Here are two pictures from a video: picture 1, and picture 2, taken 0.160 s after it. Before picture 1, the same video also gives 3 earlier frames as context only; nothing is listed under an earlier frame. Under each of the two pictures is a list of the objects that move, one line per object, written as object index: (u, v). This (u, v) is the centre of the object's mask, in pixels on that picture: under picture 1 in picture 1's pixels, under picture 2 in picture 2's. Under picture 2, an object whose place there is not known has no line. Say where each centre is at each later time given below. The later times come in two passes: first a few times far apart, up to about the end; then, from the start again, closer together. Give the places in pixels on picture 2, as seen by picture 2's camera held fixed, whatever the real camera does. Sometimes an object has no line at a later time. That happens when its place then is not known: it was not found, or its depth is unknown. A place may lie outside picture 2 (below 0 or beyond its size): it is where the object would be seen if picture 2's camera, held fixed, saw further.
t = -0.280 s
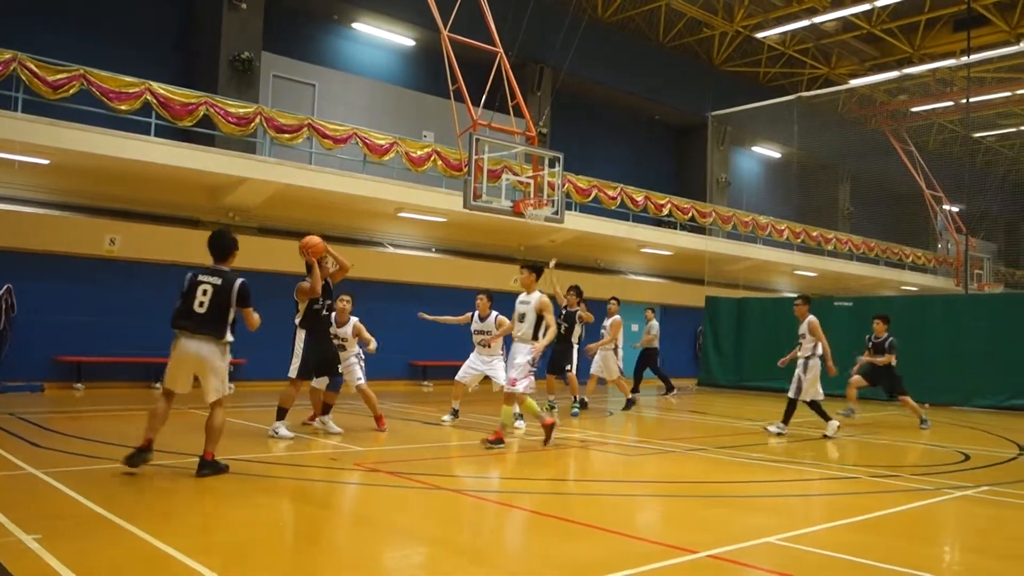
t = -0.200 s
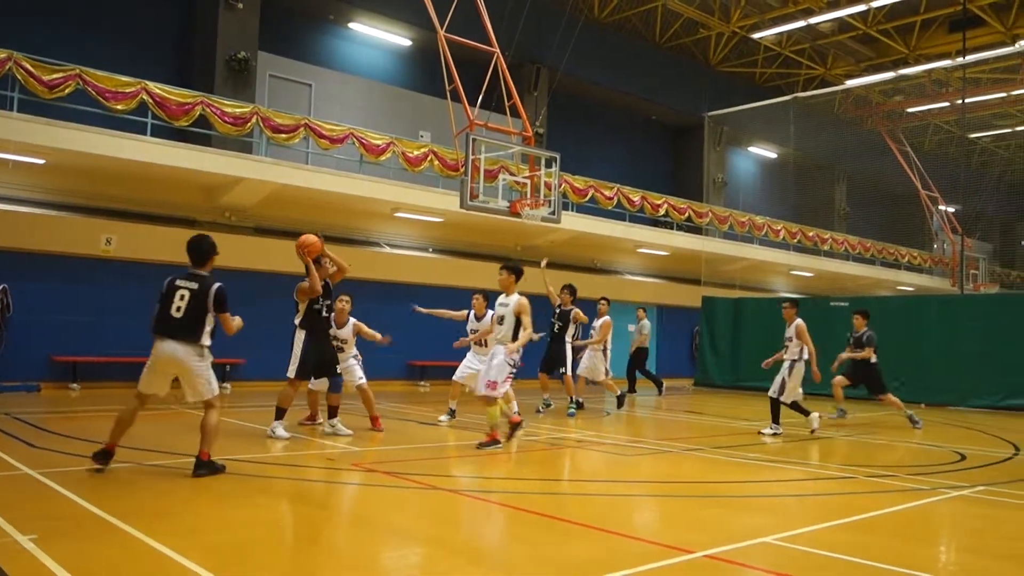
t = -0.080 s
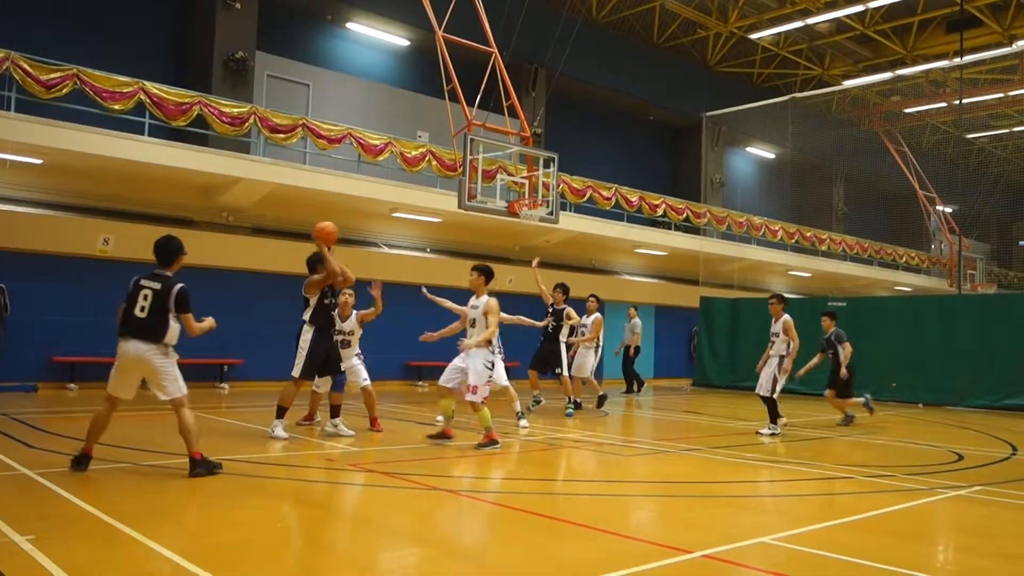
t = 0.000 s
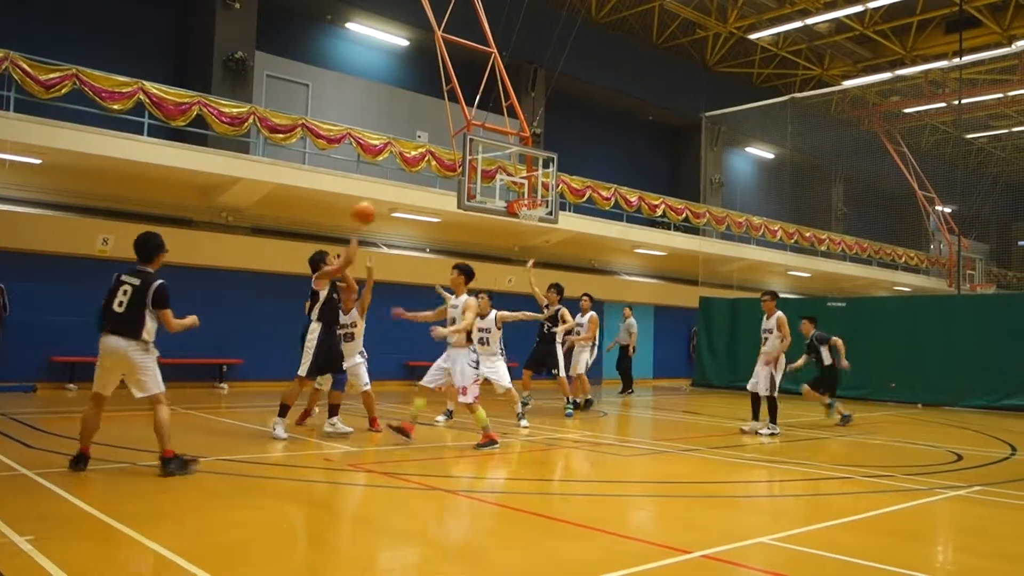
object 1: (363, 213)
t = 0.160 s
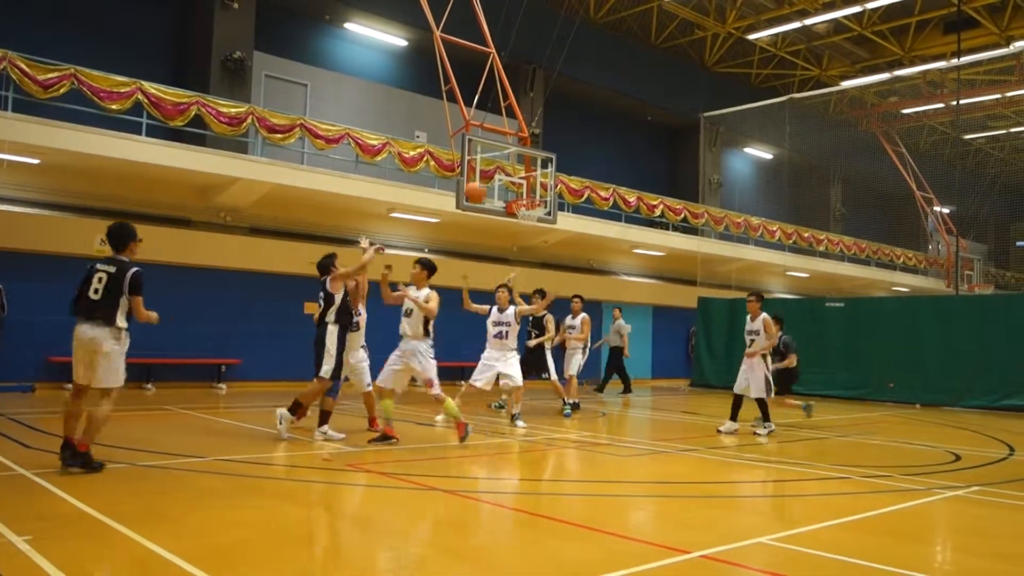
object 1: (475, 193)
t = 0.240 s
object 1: (523, 192)
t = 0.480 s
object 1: (641, 217)
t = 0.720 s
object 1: (733, 273)
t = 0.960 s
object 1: (806, 351)
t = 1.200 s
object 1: (853, 377)
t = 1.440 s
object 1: (878, 329)
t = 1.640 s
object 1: (896, 317)
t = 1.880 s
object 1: (917, 330)
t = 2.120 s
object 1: (937, 370)
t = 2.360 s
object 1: (942, 399)
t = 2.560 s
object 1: (937, 400)
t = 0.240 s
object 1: (523, 192)
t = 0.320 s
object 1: (567, 196)
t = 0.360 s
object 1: (588, 200)
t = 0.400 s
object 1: (606, 205)
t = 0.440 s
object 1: (623, 212)
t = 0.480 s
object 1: (641, 217)
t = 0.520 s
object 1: (658, 225)
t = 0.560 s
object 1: (675, 232)
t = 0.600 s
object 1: (690, 242)
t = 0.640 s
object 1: (705, 253)
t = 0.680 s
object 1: (720, 263)
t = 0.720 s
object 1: (733, 273)
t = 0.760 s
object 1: (746, 283)
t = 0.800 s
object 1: (759, 297)
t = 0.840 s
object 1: (771, 310)
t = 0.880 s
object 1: (783, 323)
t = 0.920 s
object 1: (794, 337)
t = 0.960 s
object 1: (806, 351)
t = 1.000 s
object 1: (816, 366)
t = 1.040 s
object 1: (827, 381)
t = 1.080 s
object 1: (836, 395)
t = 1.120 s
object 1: (844, 400)
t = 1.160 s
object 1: (848, 389)
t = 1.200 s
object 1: (853, 377)
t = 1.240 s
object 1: (857, 366)
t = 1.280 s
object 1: (862, 357)
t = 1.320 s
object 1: (866, 348)
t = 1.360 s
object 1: (870, 341)
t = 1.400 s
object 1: (874, 334)
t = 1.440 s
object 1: (878, 329)
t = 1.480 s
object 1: (882, 325)
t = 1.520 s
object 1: (885, 321)
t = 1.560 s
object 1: (889, 319)
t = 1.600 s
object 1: (893, 317)
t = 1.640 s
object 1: (896, 317)
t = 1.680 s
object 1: (900, 317)
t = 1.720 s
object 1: (904, 318)
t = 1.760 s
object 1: (907, 319)
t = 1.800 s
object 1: (911, 322)
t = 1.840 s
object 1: (914, 325)
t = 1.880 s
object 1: (917, 330)
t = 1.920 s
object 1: (921, 335)
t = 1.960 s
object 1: (924, 341)
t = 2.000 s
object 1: (927, 347)
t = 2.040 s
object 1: (931, 355)
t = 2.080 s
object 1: (934, 363)
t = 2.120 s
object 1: (937, 370)
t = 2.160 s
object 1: (940, 381)
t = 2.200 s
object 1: (943, 392)
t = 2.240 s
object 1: (944, 396)
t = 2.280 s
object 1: (944, 399)
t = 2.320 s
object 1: (942, 399)
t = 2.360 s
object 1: (942, 399)
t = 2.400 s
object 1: (941, 399)
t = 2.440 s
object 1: (939, 400)
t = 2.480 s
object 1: (939, 400)
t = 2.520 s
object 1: (938, 400)
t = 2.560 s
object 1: (937, 400)
